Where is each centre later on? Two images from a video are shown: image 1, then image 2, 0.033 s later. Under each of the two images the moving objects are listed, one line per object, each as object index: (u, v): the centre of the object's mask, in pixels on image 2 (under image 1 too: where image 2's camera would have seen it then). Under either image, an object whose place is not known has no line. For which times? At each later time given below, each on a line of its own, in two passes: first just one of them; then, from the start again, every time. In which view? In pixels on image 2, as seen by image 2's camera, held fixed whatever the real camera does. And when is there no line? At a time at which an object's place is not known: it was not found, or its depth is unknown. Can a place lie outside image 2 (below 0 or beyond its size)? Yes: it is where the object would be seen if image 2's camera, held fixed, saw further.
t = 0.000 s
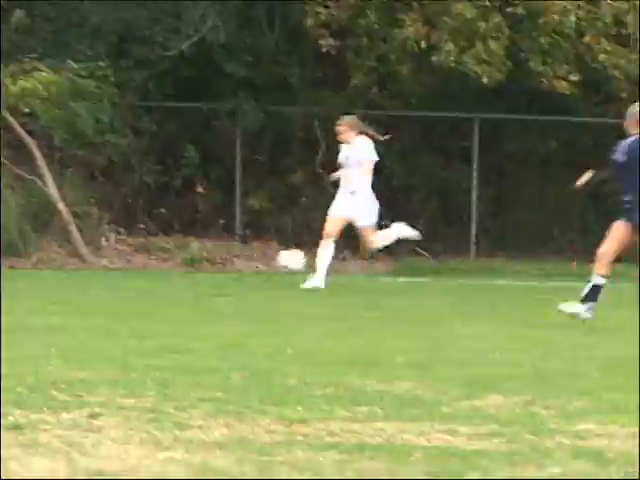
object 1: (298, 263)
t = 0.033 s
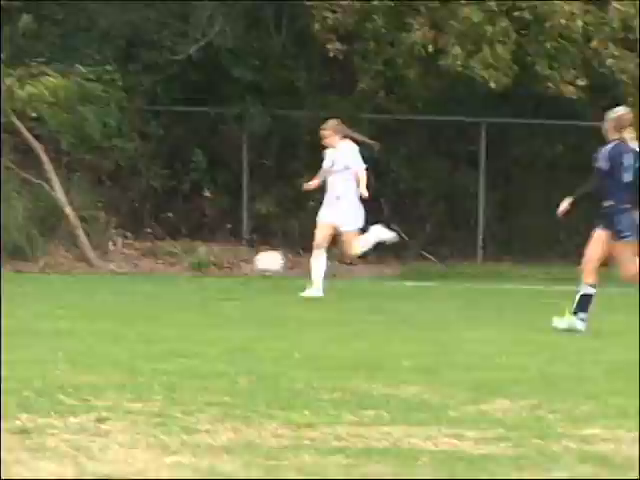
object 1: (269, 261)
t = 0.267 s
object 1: (58, 281)
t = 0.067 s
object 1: (239, 261)
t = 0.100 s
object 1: (209, 261)
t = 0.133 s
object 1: (180, 263)
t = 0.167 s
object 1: (150, 265)
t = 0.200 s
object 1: (120, 269)
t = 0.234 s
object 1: (88, 275)
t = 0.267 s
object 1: (58, 281)
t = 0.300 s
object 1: (31, 277)
